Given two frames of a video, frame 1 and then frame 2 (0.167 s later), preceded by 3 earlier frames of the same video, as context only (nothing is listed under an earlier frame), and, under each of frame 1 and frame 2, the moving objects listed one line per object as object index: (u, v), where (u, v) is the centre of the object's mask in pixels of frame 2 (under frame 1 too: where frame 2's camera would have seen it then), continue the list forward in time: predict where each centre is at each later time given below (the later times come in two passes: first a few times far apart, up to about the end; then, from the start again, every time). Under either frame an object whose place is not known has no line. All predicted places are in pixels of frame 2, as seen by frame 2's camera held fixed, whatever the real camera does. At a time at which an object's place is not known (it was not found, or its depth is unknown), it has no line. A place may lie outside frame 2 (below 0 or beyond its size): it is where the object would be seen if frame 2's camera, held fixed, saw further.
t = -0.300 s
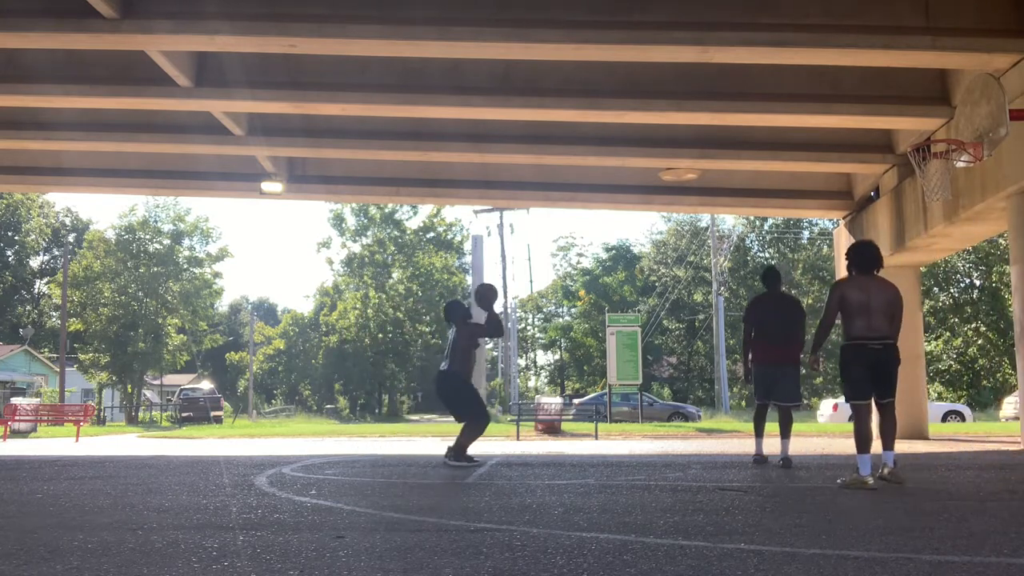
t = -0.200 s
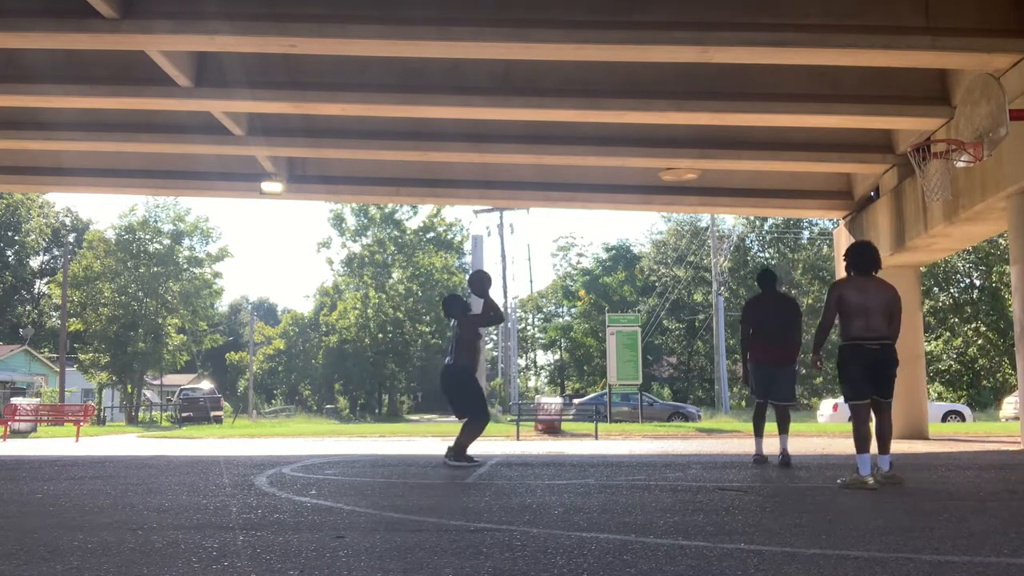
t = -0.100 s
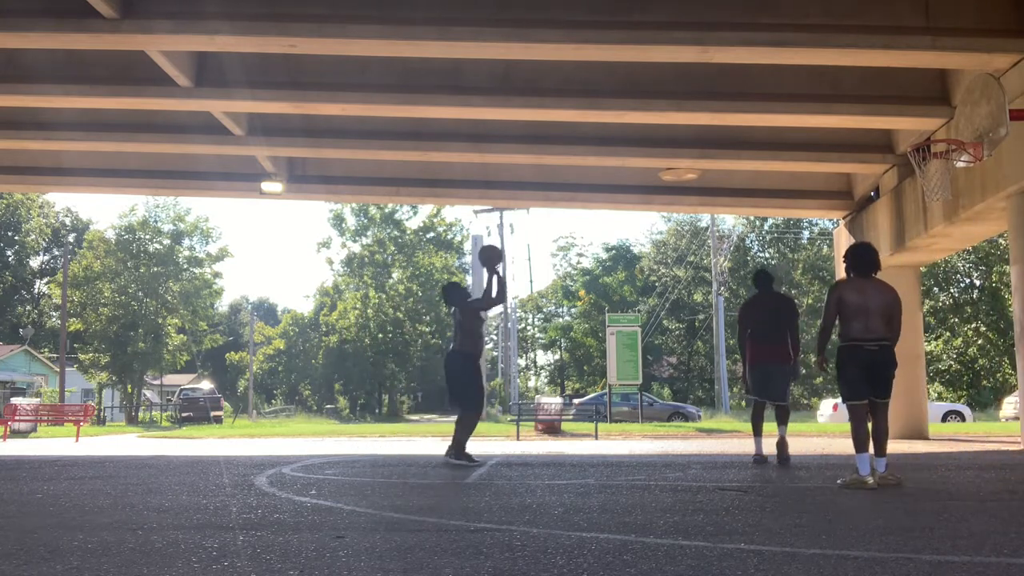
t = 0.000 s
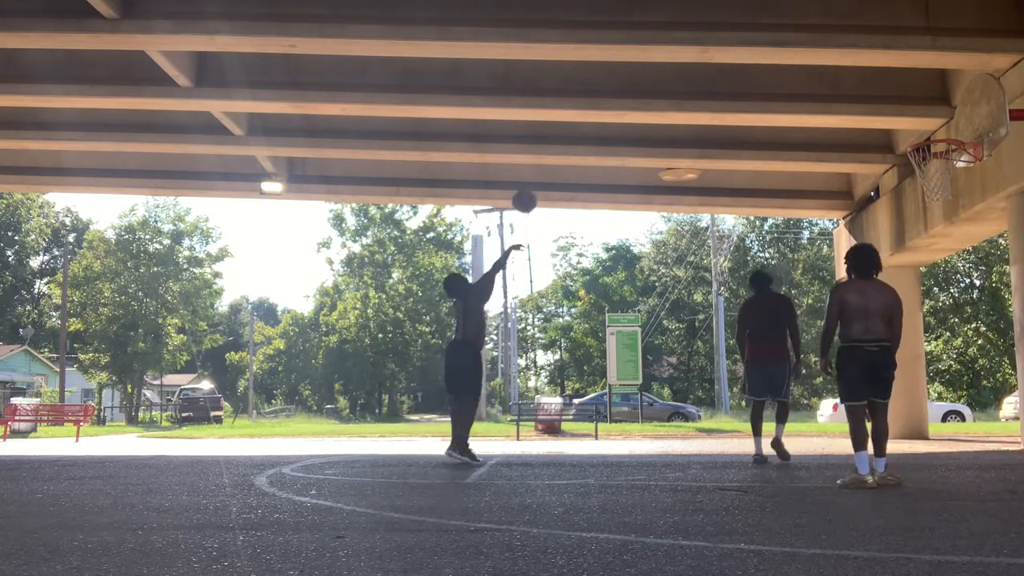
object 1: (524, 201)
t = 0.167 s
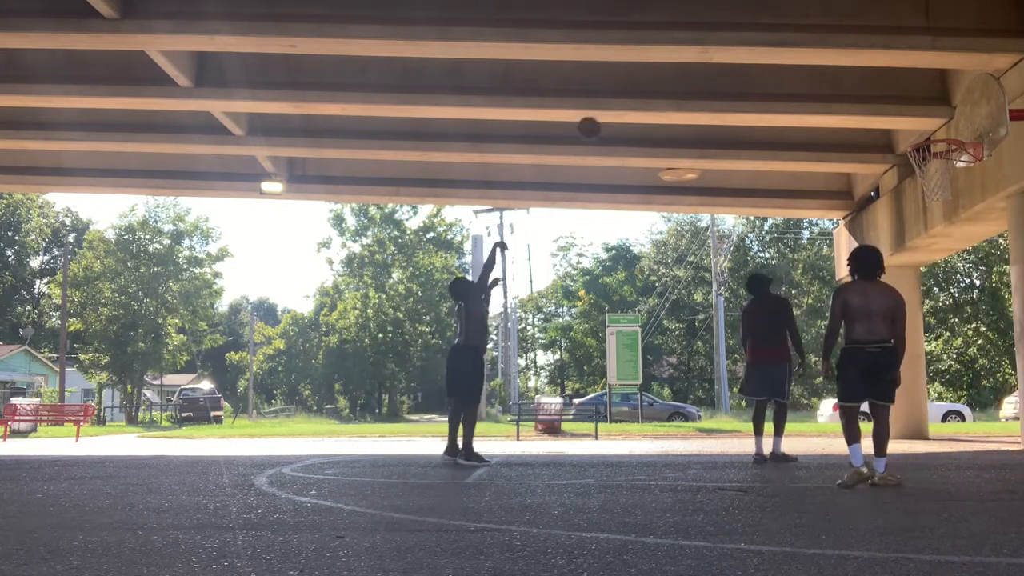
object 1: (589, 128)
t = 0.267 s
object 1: (627, 100)
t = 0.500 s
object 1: (718, 63)
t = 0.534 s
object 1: (730, 63)
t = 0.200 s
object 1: (602, 117)
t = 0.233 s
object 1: (614, 108)
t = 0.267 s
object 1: (627, 100)
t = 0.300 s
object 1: (641, 89)
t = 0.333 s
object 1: (654, 83)
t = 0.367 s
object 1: (666, 76)
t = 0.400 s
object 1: (679, 72)
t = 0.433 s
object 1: (692, 68)
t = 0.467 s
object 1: (705, 64)
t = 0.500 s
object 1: (718, 63)
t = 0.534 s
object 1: (730, 63)
